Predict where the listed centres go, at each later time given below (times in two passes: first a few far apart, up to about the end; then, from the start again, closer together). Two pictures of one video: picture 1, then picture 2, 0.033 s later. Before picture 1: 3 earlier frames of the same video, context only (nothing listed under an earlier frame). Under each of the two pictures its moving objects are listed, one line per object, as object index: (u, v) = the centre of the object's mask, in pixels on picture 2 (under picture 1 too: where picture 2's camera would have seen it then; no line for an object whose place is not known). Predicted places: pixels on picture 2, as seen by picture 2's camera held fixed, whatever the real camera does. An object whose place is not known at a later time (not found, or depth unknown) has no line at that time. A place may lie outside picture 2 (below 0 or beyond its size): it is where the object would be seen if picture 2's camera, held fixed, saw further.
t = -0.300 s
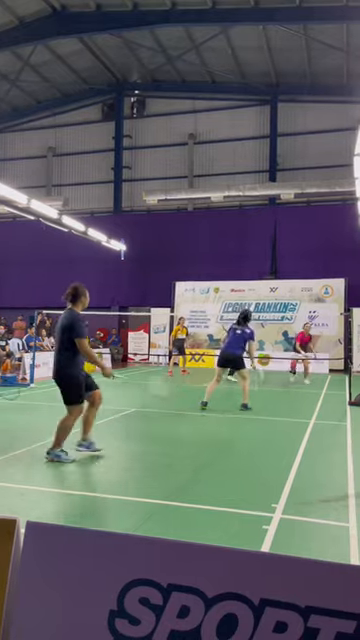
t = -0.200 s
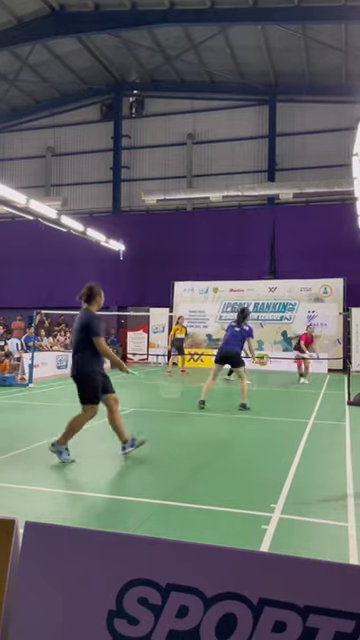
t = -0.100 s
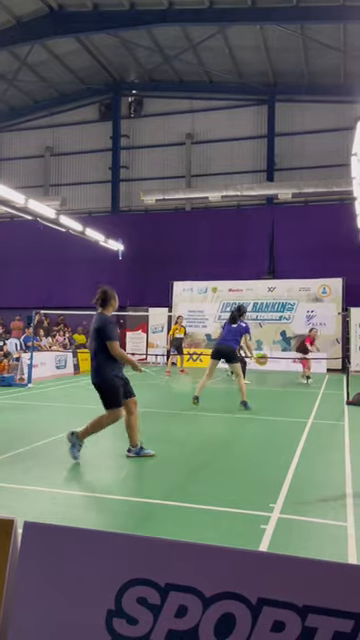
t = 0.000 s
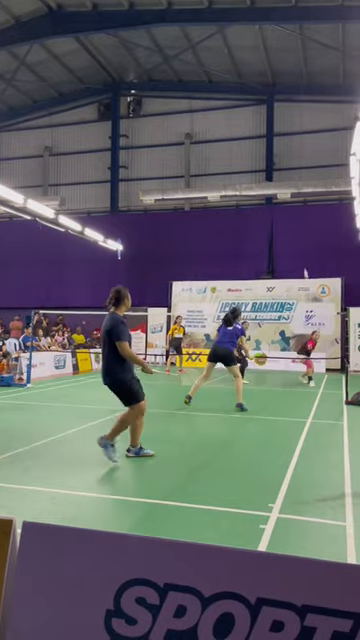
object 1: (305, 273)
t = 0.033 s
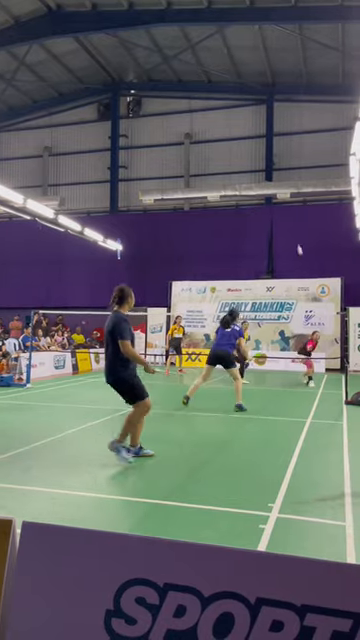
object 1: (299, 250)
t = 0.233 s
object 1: (266, 140)
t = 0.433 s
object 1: (236, 66)
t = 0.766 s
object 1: (185, 10)
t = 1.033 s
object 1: (139, 34)
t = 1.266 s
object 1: (100, 110)
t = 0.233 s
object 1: (266, 140)
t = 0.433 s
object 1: (236, 66)
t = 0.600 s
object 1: (211, 27)
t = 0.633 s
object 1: (206, 22)
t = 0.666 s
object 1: (201, 18)
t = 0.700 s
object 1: (196, 14)
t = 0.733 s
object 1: (190, 12)
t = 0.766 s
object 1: (185, 10)
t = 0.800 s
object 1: (179, 9)
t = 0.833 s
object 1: (174, 9)
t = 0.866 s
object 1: (168, 11)
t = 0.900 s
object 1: (162, 13)
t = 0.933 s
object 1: (156, 17)
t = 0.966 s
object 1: (151, 22)
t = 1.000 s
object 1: (145, 27)
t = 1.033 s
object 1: (139, 34)
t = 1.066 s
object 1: (133, 42)
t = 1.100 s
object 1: (127, 51)
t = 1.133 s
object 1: (122, 61)
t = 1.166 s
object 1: (116, 72)
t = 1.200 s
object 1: (111, 83)
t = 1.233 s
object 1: (105, 97)
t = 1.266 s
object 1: (100, 110)
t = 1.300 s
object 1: (95, 125)
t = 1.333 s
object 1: (89, 141)
